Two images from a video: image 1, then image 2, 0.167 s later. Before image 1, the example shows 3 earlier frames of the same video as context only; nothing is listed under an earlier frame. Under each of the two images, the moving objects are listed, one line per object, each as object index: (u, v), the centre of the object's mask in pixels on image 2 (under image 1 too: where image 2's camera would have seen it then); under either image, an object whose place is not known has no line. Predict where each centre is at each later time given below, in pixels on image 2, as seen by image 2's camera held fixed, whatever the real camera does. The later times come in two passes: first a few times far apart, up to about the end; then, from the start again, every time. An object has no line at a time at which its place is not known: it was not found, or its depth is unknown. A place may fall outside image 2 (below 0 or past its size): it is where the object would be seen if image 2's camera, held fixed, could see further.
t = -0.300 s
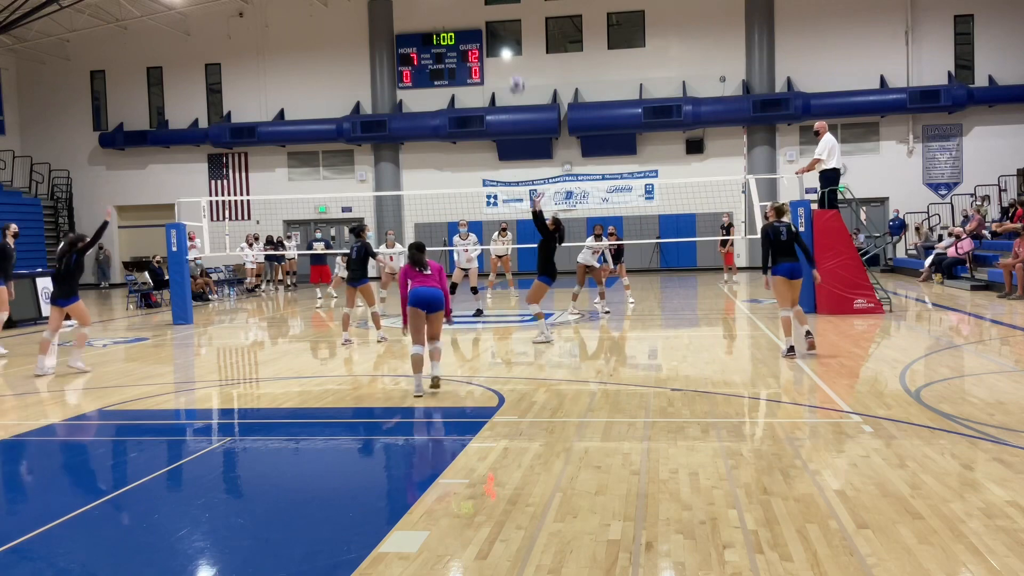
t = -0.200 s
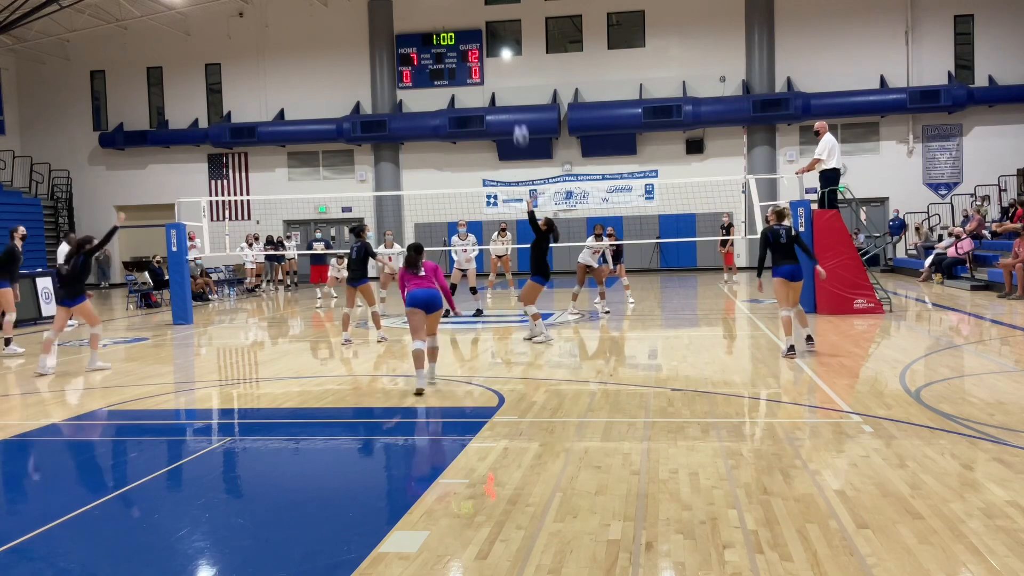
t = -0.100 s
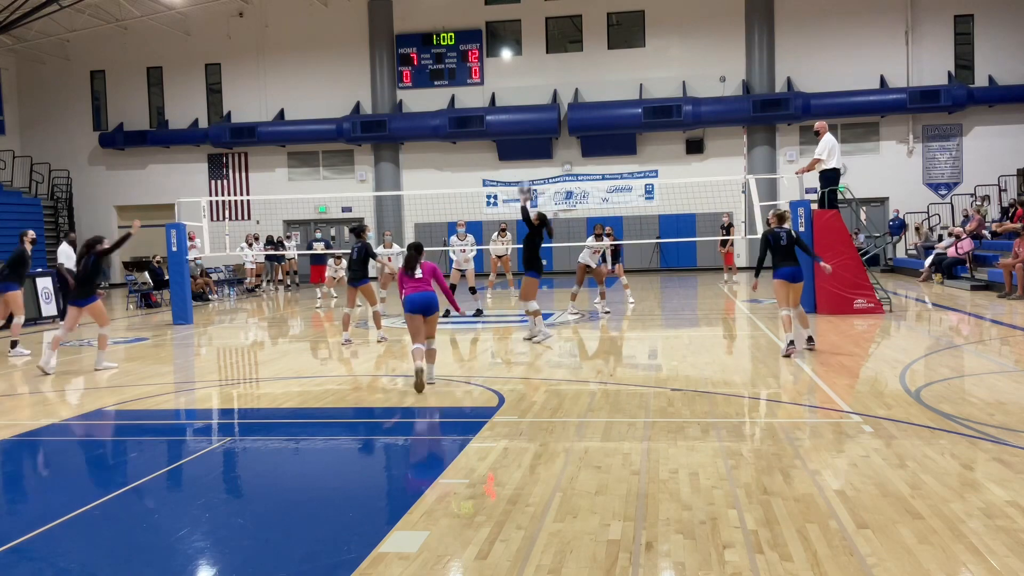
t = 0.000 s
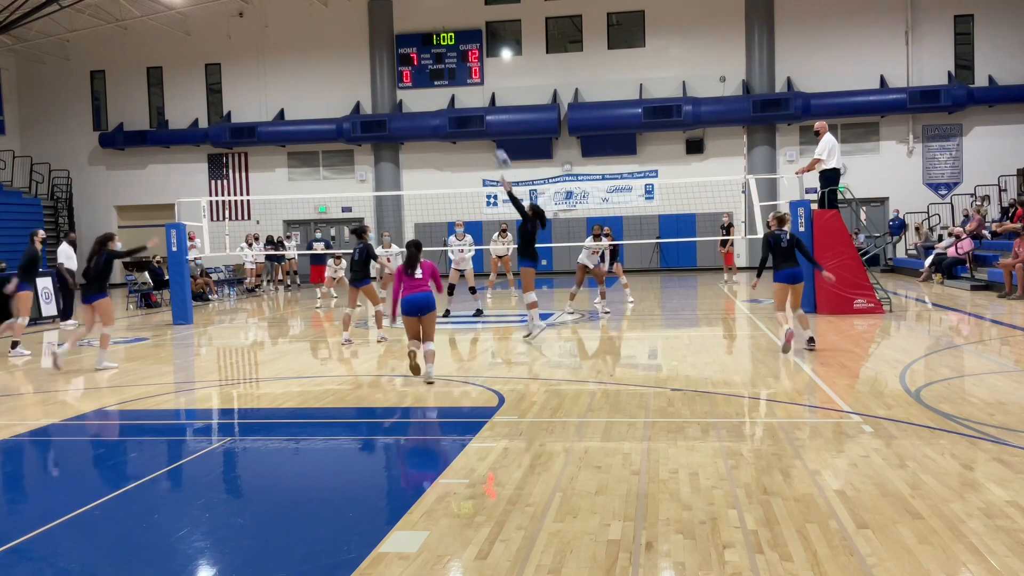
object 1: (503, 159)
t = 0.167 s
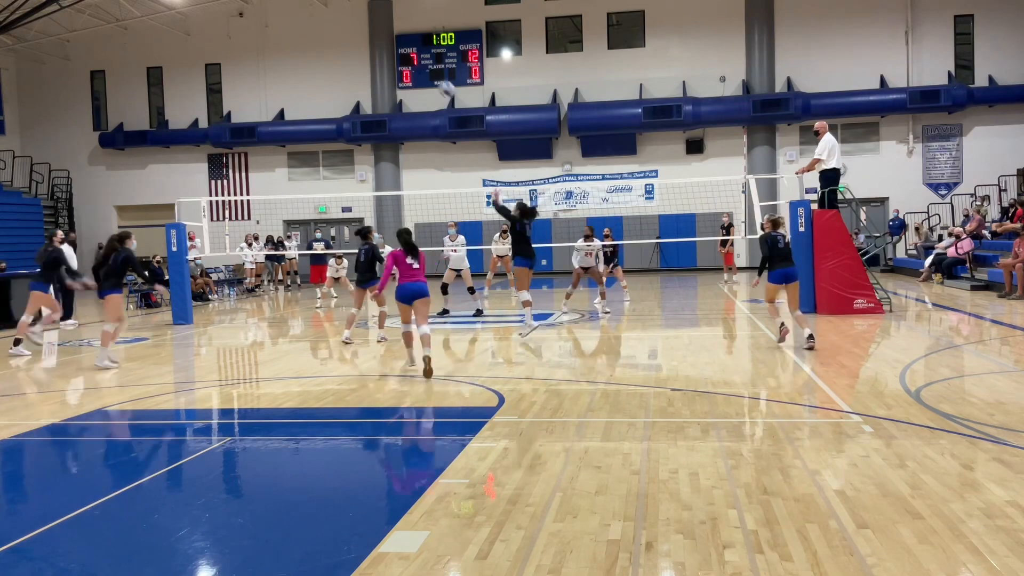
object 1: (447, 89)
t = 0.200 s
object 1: (436, 78)
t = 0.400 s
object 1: (379, 30)
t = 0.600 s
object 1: (327, 13)
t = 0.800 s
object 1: (281, 23)
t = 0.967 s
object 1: (246, 50)
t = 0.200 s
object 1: (436, 78)
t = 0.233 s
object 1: (427, 68)
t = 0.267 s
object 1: (417, 59)
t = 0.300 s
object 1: (407, 50)
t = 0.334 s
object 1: (397, 42)
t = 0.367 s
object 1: (388, 35)
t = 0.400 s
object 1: (379, 30)
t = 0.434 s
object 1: (370, 25)
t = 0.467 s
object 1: (361, 21)
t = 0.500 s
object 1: (352, 17)
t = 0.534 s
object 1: (344, 15)
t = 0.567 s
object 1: (335, 13)
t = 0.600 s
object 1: (327, 13)
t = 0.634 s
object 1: (319, 13)
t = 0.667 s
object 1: (311, 13)
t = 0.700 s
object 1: (303, 15)
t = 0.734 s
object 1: (295, 17)
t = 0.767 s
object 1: (288, 20)
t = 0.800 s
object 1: (281, 23)
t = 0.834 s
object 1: (273, 27)
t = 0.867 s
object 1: (266, 32)
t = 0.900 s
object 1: (259, 37)
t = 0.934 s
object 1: (253, 44)
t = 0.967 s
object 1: (246, 50)
